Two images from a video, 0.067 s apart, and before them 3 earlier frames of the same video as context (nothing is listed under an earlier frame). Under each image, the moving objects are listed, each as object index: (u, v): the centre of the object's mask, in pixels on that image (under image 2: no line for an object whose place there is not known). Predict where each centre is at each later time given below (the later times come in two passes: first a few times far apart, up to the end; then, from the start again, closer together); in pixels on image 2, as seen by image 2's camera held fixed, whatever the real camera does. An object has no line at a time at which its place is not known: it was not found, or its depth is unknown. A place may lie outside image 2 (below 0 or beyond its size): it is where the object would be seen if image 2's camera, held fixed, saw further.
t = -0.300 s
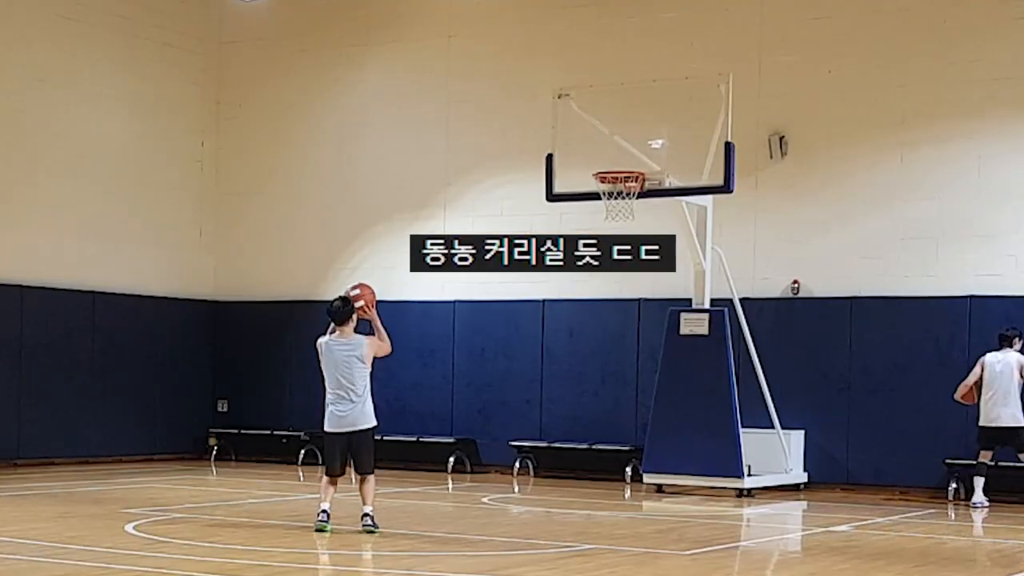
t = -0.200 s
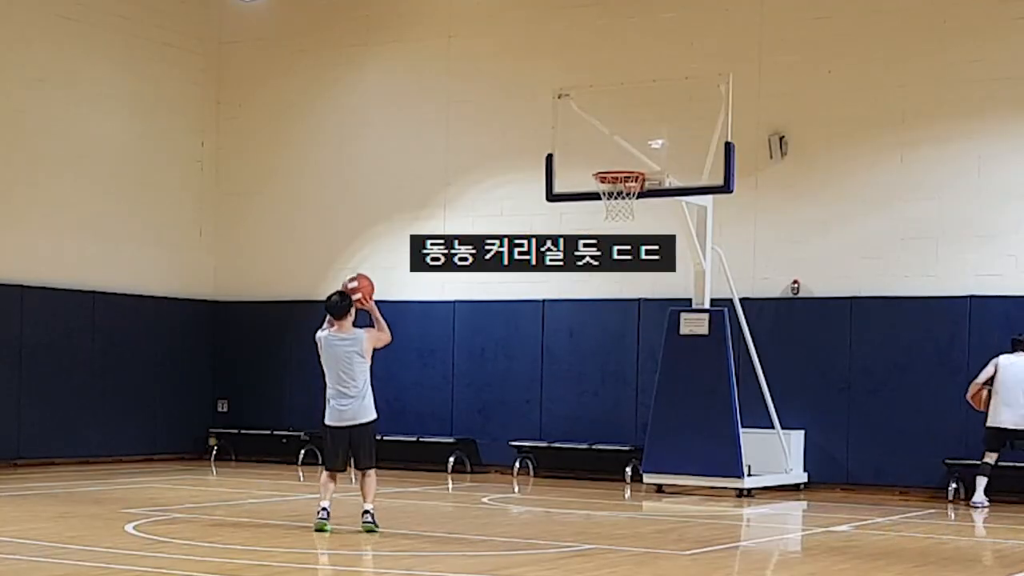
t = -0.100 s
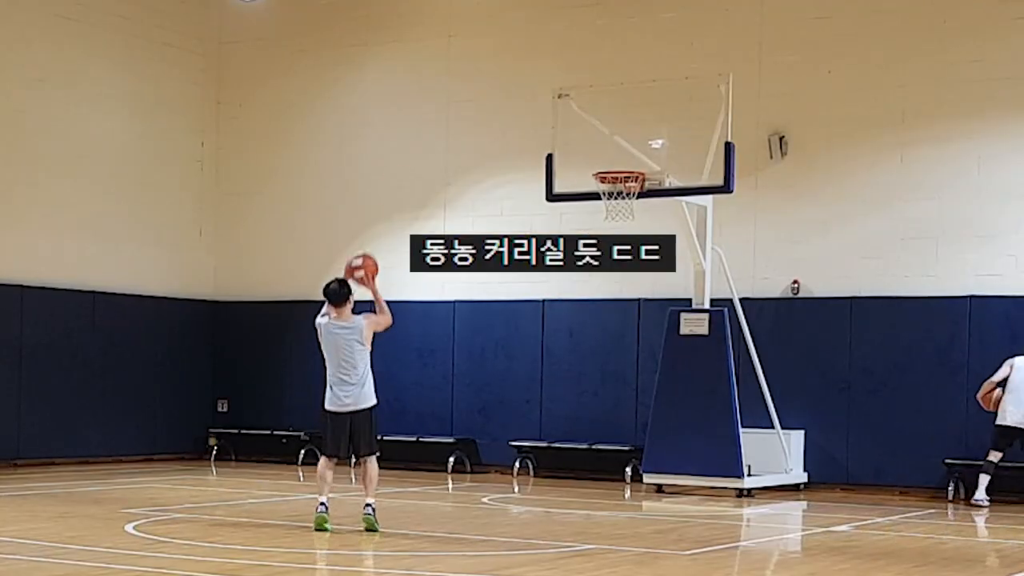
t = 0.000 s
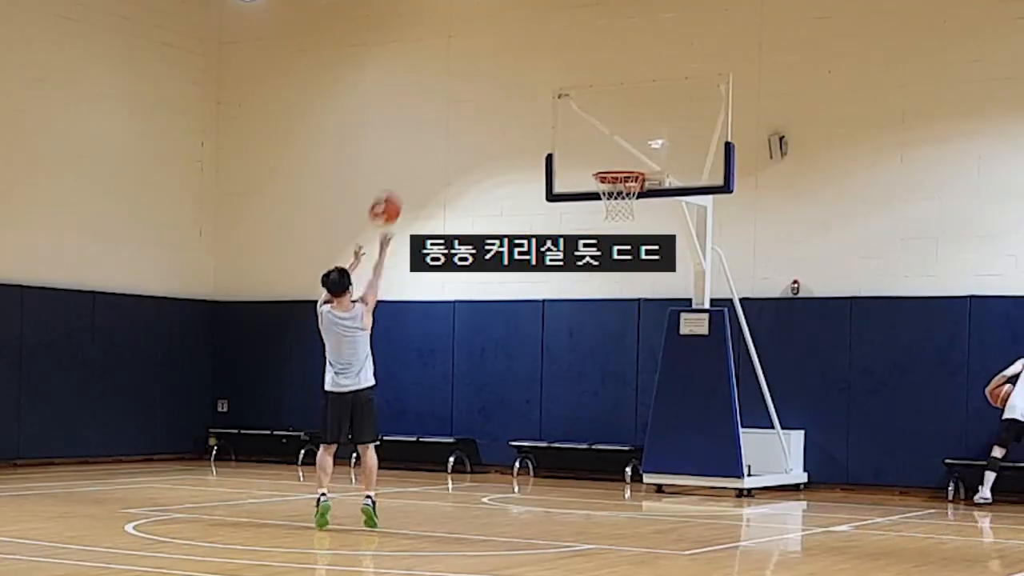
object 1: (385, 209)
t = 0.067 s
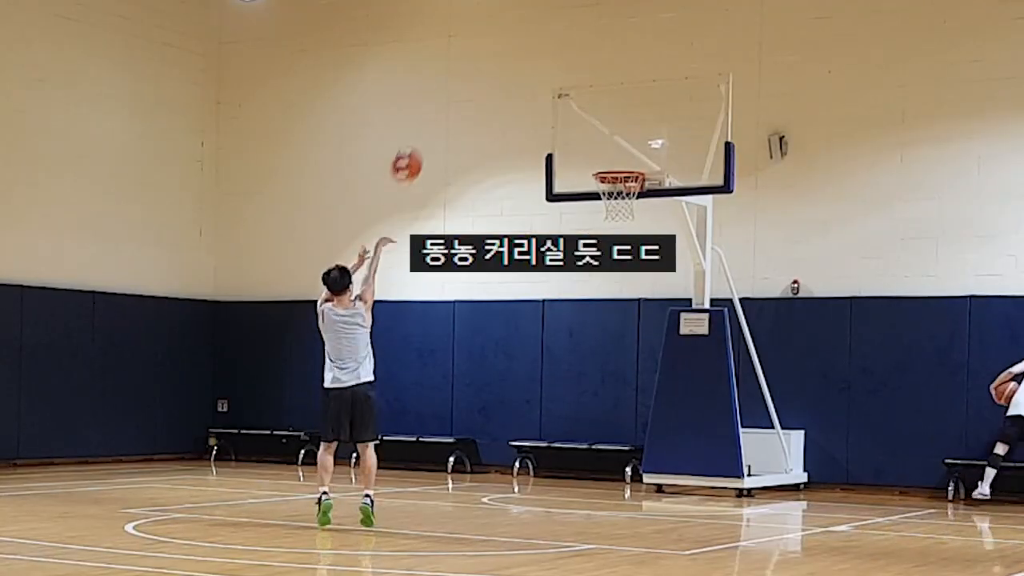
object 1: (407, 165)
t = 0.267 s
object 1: (466, 74)
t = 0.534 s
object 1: (535, 37)
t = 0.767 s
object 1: (587, 71)
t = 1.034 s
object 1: (619, 160)
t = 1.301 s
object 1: (603, 203)
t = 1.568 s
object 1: (622, 350)
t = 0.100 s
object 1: (417, 146)
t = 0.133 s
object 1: (427, 128)
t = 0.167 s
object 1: (437, 112)
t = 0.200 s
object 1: (447, 98)
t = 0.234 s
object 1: (456, 85)
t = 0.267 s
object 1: (466, 74)
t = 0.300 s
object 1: (475, 64)
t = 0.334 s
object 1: (484, 57)
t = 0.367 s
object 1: (493, 50)
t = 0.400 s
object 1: (502, 45)
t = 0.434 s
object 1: (510, 40)
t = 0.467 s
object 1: (519, 38)
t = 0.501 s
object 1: (527, 37)
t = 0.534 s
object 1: (535, 37)
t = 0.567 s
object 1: (543, 38)
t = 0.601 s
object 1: (551, 41)
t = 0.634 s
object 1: (558, 45)
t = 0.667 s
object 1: (566, 49)
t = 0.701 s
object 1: (573, 55)
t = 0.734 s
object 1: (580, 63)
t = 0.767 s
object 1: (587, 71)
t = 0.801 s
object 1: (594, 81)
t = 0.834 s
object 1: (601, 91)
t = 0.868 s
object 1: (607, 102)
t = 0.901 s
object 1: (614, 115)
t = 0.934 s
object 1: (620, 128)
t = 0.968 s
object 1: (626, 142)
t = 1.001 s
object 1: (623, 151)
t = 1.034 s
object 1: (619, 160)
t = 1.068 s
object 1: (616, 168)
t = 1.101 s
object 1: (611, 184)
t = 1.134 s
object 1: (602, 194)
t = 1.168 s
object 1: (605, 195)
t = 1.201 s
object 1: (601, 193)
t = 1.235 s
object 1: (603, 201)
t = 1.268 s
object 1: (602, 201)
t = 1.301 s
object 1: (603, 203)
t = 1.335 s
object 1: (604, 204)
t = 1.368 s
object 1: (604, 207)
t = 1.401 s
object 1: (605, 210)
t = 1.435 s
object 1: (606, 214)
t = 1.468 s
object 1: (606, 221)
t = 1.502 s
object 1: (608, 294)
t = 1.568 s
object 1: (622, 350)
